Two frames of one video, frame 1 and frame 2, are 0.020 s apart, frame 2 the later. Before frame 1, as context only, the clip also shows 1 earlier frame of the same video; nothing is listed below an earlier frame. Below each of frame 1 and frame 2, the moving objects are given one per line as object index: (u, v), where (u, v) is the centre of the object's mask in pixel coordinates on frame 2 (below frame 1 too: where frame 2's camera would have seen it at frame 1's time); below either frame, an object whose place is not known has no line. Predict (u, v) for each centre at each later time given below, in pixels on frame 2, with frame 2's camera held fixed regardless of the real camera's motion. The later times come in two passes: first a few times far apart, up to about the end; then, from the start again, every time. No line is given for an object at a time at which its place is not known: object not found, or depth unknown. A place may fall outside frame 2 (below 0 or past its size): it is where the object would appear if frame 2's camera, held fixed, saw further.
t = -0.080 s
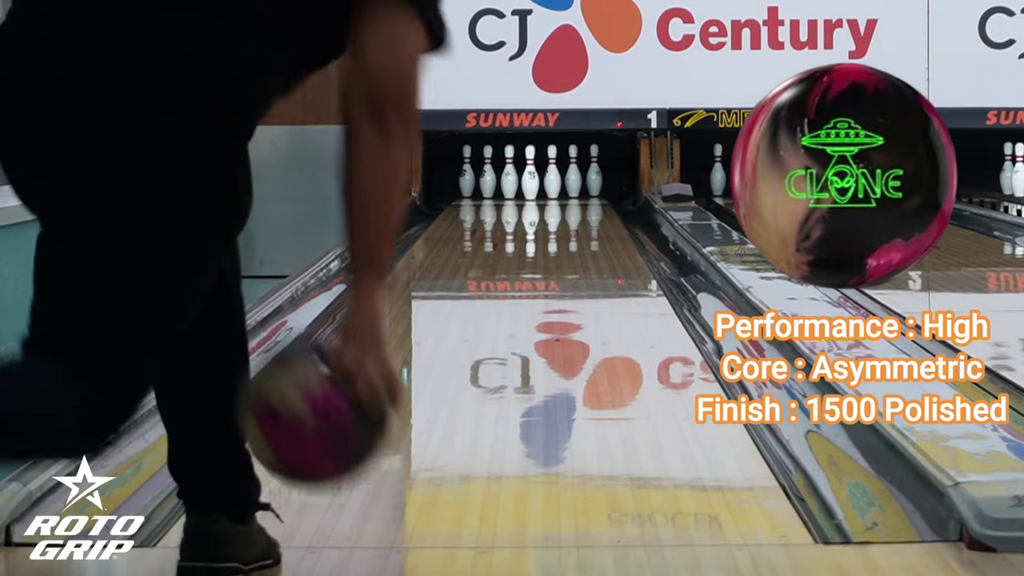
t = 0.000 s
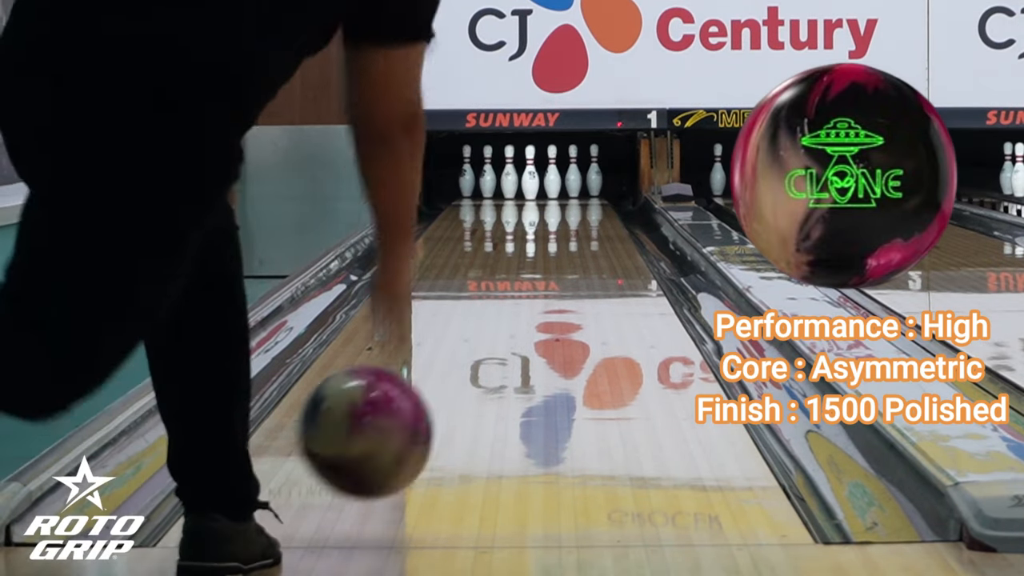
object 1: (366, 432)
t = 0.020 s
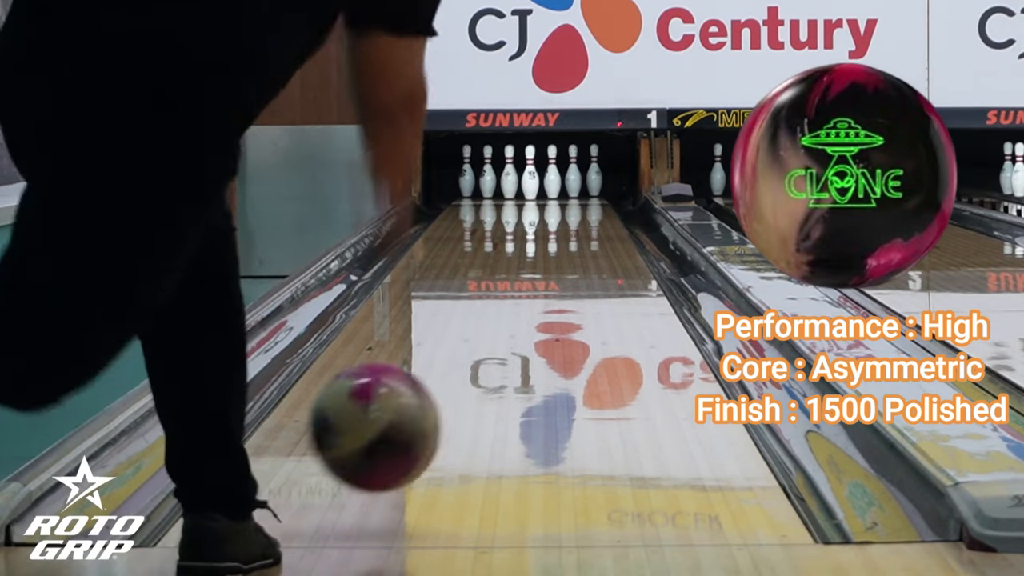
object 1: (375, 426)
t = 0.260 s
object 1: (458, 375)
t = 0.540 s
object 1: (512, 312)
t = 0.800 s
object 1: (544, 275)
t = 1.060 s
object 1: (565, 249)
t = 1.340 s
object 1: (580, 228)
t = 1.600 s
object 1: (587, 215)
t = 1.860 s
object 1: (588, 203)
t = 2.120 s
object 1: (578, 195)
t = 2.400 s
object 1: (553, 188)
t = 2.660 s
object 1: (534, 183)
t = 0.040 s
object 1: (383, 424)
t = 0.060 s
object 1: (392, 425)
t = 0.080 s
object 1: (400, 427)
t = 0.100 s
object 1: (408, 430)
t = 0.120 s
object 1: (416, 423)
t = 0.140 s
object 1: (423, 415)
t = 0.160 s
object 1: (430, 408)
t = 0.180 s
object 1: (436, 400)
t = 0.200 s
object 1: (442, 394)
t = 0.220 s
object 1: (447, 387)
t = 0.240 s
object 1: (452, 381)
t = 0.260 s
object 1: (458, 375)
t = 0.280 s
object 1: (463, 369)
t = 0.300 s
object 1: (468, 364)
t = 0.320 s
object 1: (473, 359)
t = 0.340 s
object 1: (477, 354)
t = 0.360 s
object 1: (481, 349)
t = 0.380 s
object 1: (485, 344)
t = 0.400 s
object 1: (489, 340)
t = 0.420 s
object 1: (492, 335)
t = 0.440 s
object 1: (497, 331)
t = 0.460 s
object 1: (500, 327)
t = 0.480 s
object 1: (503, 323)
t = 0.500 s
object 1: (506, 319)
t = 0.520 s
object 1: (509, 315)
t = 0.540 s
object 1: (512, 312)
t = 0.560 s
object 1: (515, 309)
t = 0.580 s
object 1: (519, 305)
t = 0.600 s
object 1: (521, 302)
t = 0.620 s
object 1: (524, 300)
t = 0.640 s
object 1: (526, 296)
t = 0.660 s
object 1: (529, 294)
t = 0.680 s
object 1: (531, 291)
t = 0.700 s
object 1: (533, 288)
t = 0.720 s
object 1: (536, 286)
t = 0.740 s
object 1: (538, 283)
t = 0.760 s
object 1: (540, 281)
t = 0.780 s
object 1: (542, 278)
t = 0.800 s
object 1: (544, 275)
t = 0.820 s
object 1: (546, 273)
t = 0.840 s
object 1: (548, 271)
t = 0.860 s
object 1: (549, 269)
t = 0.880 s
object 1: (551, 266)
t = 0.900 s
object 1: (553, 264)
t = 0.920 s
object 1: (555, 262)
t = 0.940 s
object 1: (556, 260)
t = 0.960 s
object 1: (558, 258)
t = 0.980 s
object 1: (559, 256)
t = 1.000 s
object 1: (560, 254)
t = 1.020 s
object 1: (562, 253)
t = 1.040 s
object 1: (563, 251)
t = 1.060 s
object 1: (565, 249)
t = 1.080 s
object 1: (566, 247)
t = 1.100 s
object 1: (567, 246)
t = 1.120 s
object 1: (568, 244)
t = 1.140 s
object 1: (570, 242)
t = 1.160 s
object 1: (571, 241)
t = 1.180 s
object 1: (571, 239)
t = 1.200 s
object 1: (572, 238)
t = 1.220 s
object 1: (574, 236)
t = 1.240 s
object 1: (575, 235)
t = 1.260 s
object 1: (576, 233)
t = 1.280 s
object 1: (577, 232)
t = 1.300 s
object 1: (578, 230)
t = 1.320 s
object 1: (579, 230)
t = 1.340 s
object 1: (580, 228)
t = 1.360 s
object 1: (580, 227)
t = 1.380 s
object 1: (581, 225)
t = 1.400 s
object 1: (582, 225)
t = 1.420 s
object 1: (583, 223)
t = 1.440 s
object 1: (584, 222)
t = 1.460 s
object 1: (585, 221)
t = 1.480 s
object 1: (585, 220)
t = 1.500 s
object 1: (585, 219)
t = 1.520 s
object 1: (586, 218)
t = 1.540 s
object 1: (587, 216)
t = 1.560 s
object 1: (587, 216)
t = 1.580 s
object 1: (587, 215)
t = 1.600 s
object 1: (587, 215)
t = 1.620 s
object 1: (587, 214)
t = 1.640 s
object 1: (588, 212)
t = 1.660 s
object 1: (589, 212)
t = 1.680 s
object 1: (588, 210)
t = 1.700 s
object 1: (589, 210)
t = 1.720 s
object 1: (590, 209)
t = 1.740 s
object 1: (589, 208)
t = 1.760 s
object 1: (589, 207)
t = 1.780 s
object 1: (589, 206)
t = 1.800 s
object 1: (589, 205)
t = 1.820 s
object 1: (589, 204)
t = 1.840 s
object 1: (589, 203)
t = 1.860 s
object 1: (588, 203)
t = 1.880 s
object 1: (588, 202)
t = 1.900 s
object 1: (588, 202)
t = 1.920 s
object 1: (587, 201)
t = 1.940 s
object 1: (587, 200)
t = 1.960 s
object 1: (586, 199)
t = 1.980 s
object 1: (585, 198)
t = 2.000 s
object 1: (584, 198)
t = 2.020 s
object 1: (584, 198)
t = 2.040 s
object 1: (583, 197)
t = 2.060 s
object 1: (581, 196)
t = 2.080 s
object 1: (580, 195)
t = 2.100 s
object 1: (579, 195)
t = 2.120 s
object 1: (578, 195)
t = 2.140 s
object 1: (577, 194)
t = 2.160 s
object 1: (575, 193)
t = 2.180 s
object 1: (574, 193)
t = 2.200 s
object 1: (571, 192)
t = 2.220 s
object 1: (570, 191)
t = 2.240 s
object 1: (569, 191)
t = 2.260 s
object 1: (567, 190)
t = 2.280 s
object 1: (566, 190)
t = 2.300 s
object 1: (564, 189)
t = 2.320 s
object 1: (560, 189)
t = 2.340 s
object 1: (559, 188)
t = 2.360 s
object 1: (557, 188)
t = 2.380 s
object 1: (555, 188)
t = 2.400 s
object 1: (553, 188)
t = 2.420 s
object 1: (551, 187)
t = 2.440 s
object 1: (549, 186)
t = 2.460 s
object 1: (546, 185)
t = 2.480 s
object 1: (545, 185)
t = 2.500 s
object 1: (542, 185)
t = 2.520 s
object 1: (542, 185)
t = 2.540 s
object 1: (541, 184)
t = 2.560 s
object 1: (541, 184)
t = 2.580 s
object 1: (540, 184)
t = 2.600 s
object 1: (539, 184)
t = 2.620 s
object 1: (538, 184)
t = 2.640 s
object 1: (536, 184)
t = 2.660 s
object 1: (534, 183)
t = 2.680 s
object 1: (532, 183)
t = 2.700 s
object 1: (533, 182)
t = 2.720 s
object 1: (533, 183)
